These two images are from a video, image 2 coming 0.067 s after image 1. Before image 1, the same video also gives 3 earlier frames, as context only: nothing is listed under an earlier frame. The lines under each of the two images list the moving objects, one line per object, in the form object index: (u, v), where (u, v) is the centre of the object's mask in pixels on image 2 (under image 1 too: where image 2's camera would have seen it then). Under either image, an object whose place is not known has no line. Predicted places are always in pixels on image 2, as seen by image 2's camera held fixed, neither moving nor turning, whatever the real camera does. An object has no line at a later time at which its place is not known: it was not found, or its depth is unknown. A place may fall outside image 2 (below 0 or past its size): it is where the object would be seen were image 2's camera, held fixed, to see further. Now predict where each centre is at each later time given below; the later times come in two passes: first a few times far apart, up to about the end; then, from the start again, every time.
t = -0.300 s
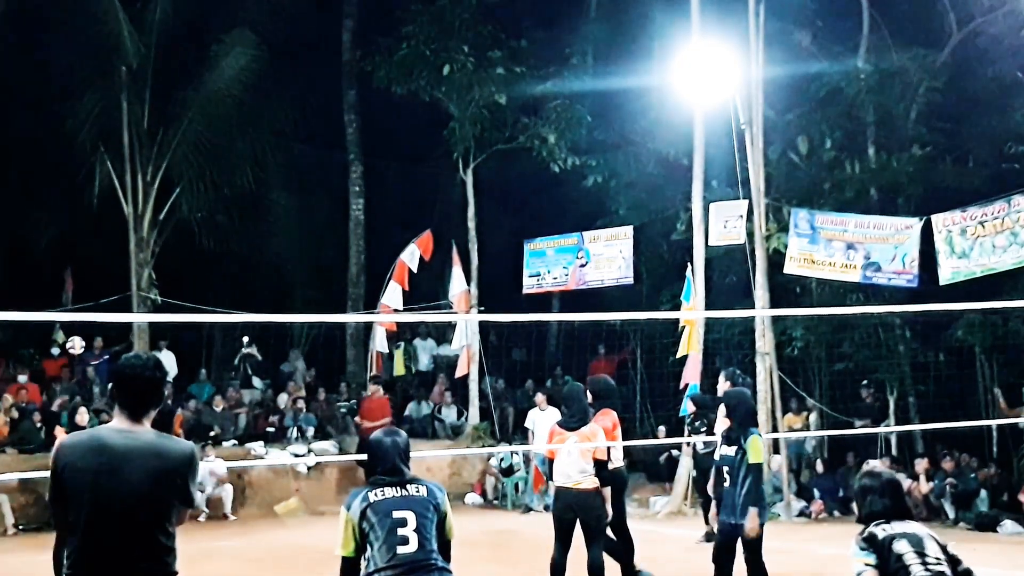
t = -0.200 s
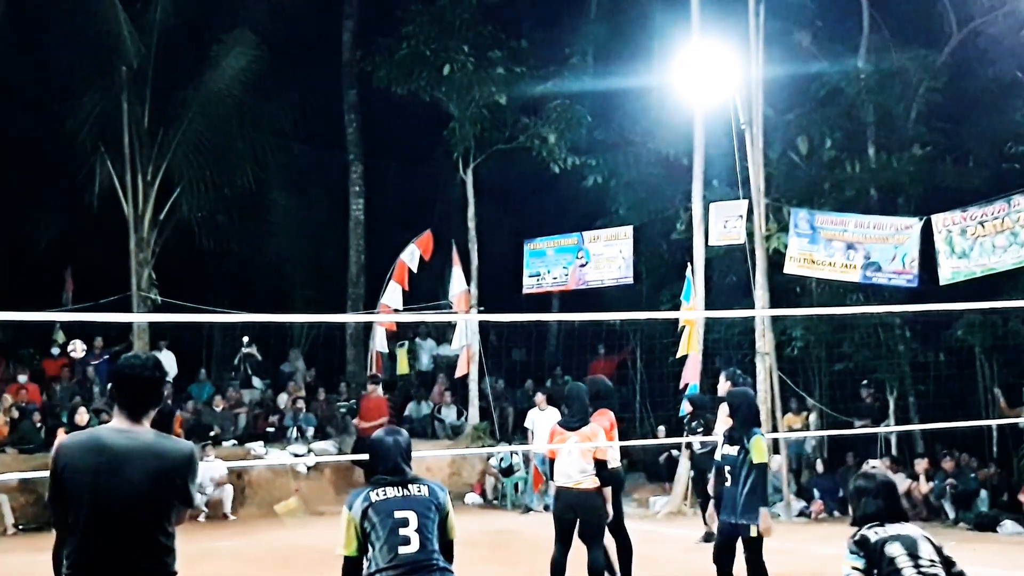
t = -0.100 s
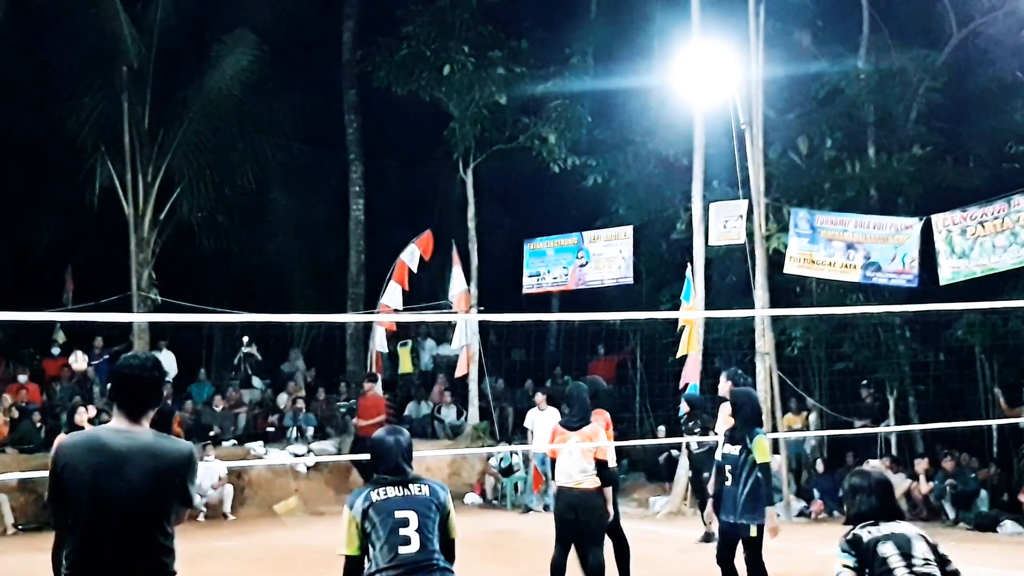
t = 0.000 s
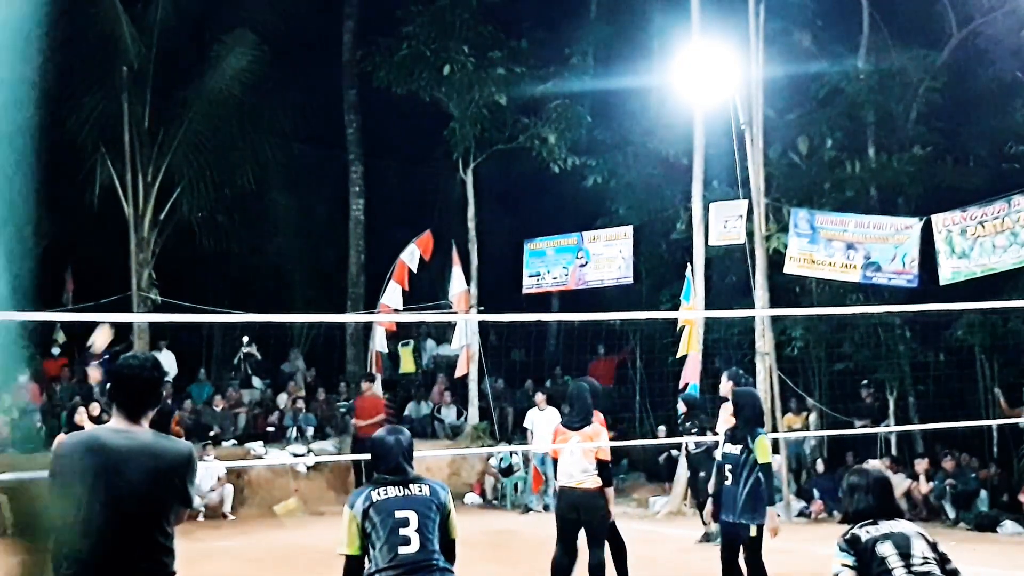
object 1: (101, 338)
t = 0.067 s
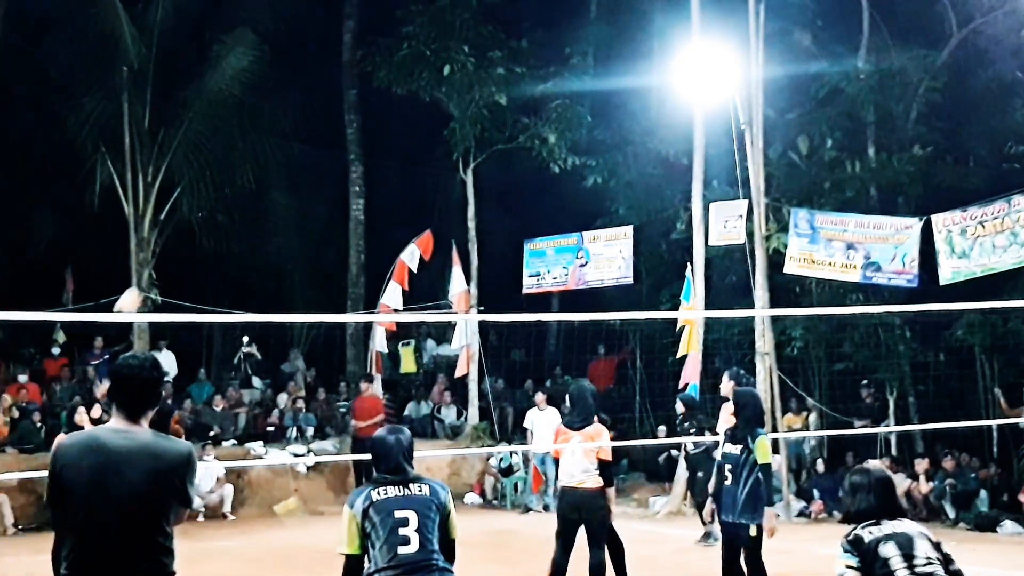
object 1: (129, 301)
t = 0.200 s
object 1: (189, 240)
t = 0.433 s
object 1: (329, 164)
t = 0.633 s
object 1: (491, 127)
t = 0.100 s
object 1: (143, 287)
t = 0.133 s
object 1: (156, 272)
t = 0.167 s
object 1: (172, 255)
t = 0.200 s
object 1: (189, 240)
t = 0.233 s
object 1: (206, 226)
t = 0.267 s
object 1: (224, 214)
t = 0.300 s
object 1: (243, 202)
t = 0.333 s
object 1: (263, 191)
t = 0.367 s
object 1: (284, 181)
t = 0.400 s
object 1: (305, 172)
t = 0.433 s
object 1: (329, 164)
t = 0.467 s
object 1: (353, 156)
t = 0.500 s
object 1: (377, 149)
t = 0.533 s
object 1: (404, 142)
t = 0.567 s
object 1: (432, 136)
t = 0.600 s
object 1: (460, 131)
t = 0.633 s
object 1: (491, 127)
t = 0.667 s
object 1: (524, 125)
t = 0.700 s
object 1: (558, 124)
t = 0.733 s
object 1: (595, 124)
